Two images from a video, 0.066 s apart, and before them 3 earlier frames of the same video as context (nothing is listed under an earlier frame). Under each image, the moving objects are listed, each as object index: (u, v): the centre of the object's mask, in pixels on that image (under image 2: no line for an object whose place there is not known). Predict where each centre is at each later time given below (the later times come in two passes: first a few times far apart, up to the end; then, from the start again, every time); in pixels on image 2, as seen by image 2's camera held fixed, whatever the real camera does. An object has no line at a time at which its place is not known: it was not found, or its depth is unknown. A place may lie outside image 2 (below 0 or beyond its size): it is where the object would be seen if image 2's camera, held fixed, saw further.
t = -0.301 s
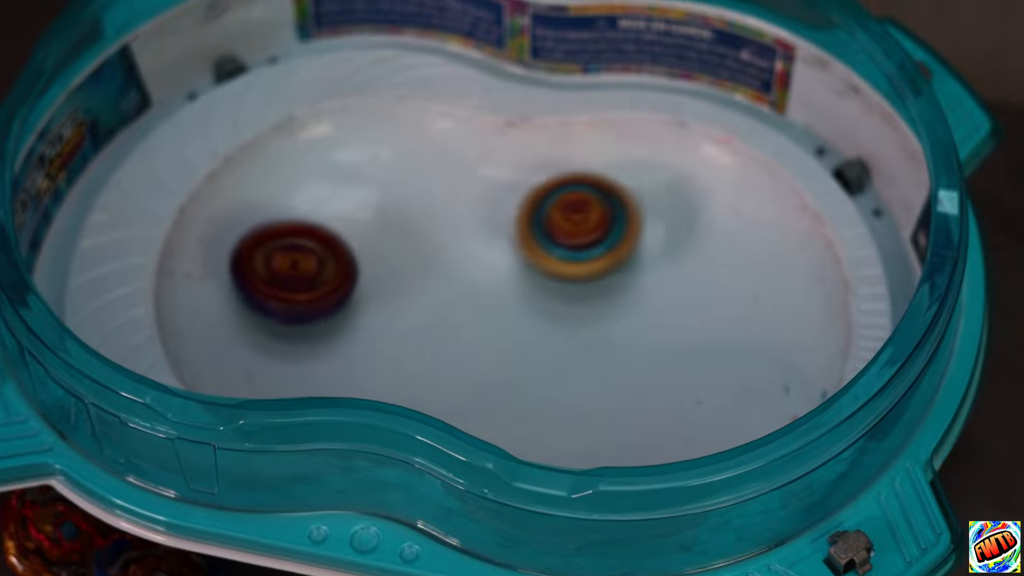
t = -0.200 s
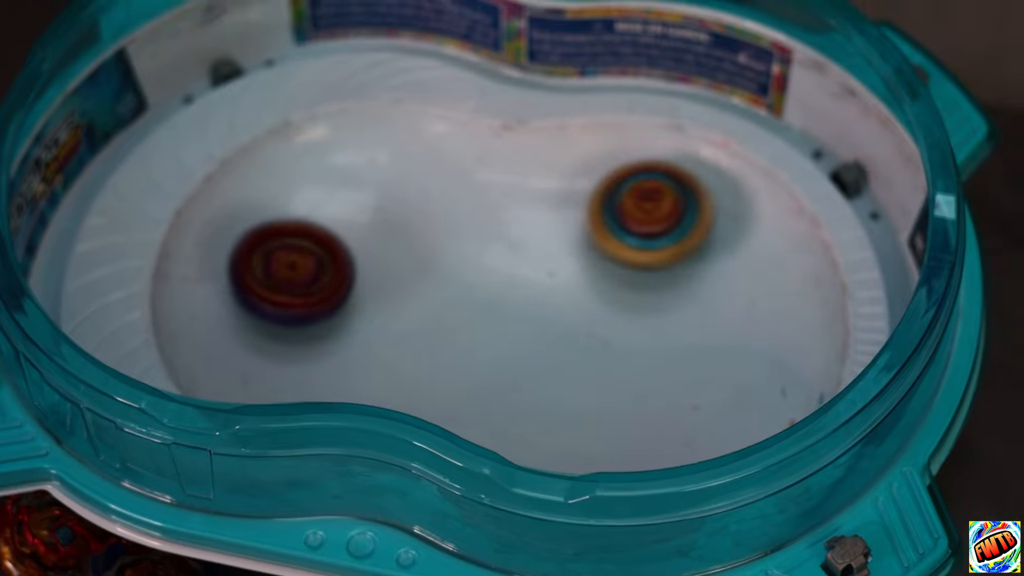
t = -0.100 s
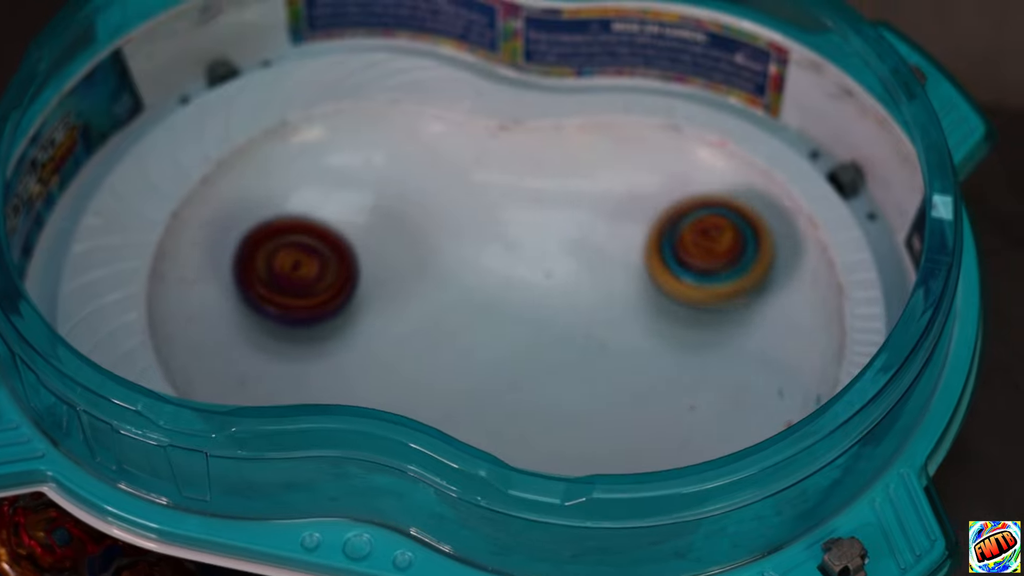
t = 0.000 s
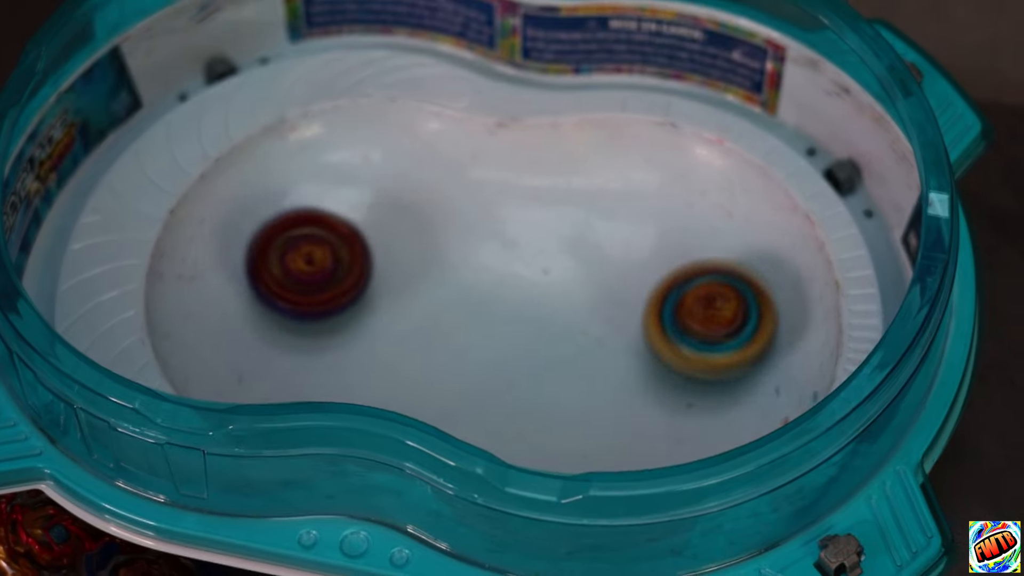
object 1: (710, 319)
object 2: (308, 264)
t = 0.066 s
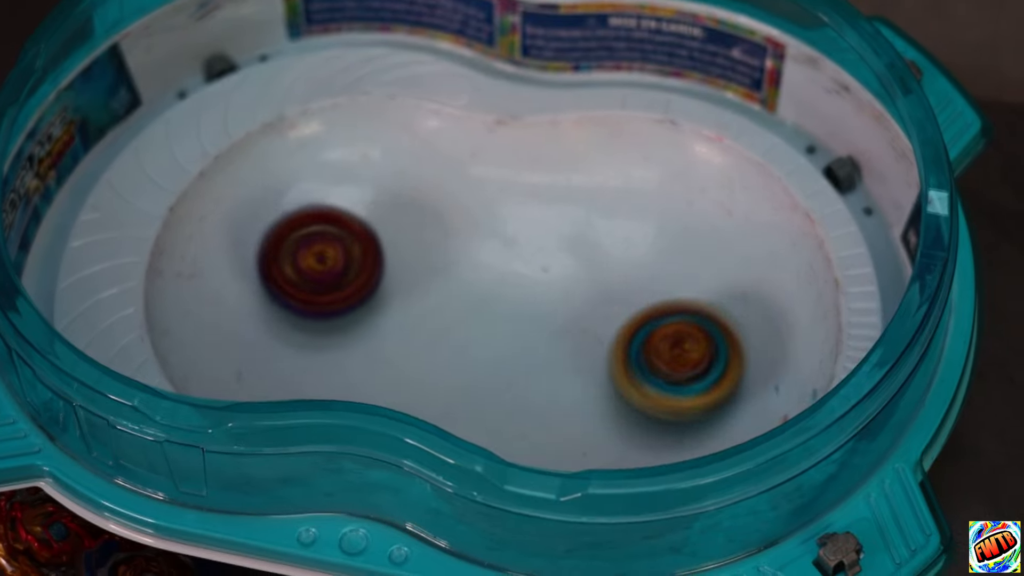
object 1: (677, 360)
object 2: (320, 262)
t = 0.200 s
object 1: (572, 388)
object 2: (348, 262)
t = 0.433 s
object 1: (451, 328)
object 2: (351, 243)
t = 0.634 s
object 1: (507, 291)
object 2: (314, 233)
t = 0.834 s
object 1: (643, 293)
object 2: (312, 231)
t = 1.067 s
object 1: (674, 394)
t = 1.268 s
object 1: (557, 373)
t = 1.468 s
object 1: (557, 270)
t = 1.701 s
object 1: (686, 246)
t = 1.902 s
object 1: (663, 348)
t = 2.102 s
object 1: (586, 353)
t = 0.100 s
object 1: (653, 375)
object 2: (326, 262)
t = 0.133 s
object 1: (627, 385)
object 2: (334, 261)
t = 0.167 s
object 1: (599, 389)
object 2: (340, 261)
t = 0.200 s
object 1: (572, 388)
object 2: (348, 262)
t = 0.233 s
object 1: (547, 379)
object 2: (356, 262)
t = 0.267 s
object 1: (523, 367)
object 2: (364, 263)
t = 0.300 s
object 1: (497, 355)
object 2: (370, 265)
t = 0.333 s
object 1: (475, 343)
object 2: (377, 267)
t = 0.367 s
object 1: (468, 340)
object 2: (367, 258)
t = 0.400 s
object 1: (460, 335)
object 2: (357, 249)
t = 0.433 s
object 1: (451, 328)
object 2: (351, 243)
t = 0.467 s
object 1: (444, 319)
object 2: (347, 242)
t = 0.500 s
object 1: (445, 311)
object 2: (343, 240)
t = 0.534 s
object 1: (457, 305)
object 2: (331, 236)
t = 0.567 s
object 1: (471, 299)
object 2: (322, 234)
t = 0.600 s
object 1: (489, 295)
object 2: (317, 234)
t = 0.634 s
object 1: (507, 291)
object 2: (314, 233)
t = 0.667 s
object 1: (527, 288)
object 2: (312, 232)
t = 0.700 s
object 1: (550, 287)
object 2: (311, 232)
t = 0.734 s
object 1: (573, 286)
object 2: (310, 231)
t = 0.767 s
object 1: (596, 286)
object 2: (311, 231)
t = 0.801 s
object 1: (620, 288)
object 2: (311, 231)
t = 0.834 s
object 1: (643, 293)
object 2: (312, 231)
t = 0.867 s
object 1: (662, 303)
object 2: (314, 231)
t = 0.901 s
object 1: (676, 315)
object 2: (316, 232)
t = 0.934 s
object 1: (687, 329)
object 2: (318, 233)
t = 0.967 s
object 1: (693, 345)
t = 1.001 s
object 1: (693, 361)
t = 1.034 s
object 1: (687, 379)
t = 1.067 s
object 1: (674, 394)
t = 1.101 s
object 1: (655, 405)
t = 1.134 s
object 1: (632, 410)
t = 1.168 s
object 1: (612, 410)
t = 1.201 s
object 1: (589, 403)
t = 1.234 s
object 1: (570, 391)
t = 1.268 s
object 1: (557, 373)
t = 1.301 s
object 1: (549, 355)
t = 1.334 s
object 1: (543, 336)
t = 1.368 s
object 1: (541, 318)
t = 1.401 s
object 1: (544, 300)
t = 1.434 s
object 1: (549, 284)
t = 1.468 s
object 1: (557, 270)
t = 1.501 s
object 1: (573, 258)
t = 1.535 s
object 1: (591, 245)
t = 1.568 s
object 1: (611, 234)
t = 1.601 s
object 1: (630, 228)
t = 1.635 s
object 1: (652, 228)
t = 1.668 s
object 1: (671, 234)
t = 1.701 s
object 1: (686, 246)
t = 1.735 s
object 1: (697, 261)
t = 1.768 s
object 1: (702, 278)
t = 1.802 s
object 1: (701, 298)
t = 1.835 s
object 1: (692, 318)
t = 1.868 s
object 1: (678, 335)
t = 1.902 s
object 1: (663, 348)
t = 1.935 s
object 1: (642, 360)
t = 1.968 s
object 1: (616, 367)
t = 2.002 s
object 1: (592, 368)
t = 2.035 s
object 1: (572, 364)
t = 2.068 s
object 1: (579, 360)
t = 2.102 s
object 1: (586, 353)
